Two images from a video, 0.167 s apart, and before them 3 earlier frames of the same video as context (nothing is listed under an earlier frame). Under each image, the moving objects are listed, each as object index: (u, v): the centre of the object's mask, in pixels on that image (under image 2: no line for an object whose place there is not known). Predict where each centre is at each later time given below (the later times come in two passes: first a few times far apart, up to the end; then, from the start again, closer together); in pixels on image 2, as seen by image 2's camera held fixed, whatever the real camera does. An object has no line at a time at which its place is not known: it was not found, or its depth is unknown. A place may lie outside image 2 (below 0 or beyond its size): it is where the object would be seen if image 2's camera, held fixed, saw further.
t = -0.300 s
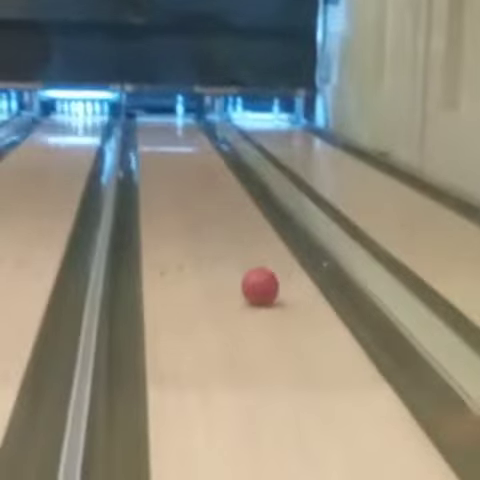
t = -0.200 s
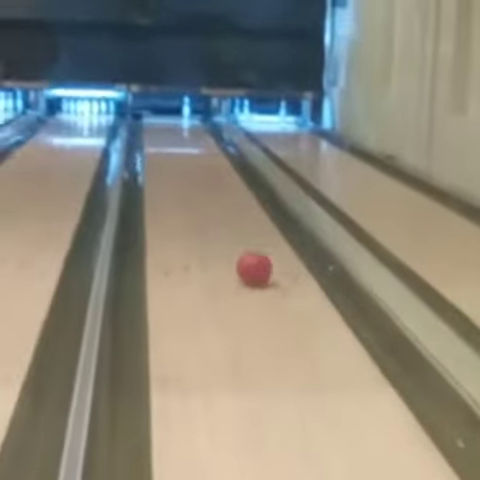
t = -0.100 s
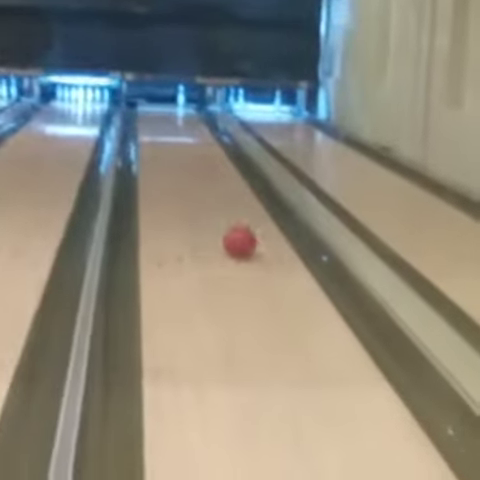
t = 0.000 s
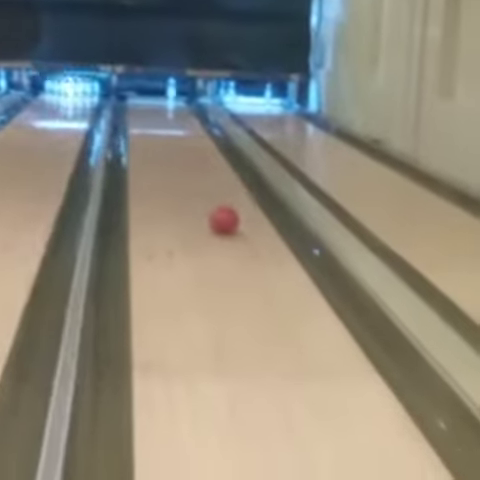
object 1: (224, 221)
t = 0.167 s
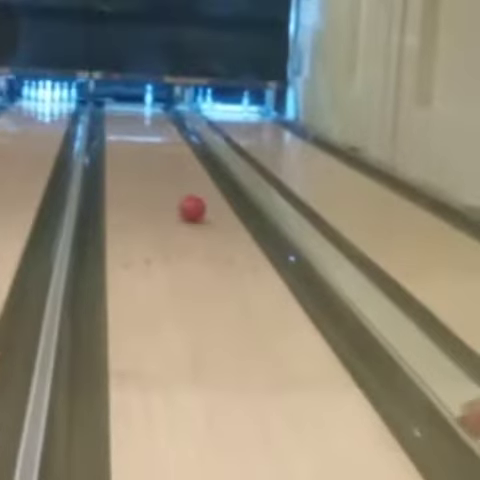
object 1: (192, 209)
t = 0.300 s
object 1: (187, 197)
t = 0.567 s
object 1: (178, 177)
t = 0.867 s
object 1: (172, 161)
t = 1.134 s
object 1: (167, 150)
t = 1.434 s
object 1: (163, 140)
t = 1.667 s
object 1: (160, 132)
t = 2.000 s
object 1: (157, 123)
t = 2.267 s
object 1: (162, 122)
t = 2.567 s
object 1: (152, 114)
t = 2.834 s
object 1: (152, 110)
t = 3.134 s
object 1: (150, 105)
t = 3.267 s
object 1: (148, 103)
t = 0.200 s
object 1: (190, 206)
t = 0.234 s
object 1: (188, 203)
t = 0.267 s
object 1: (187, 199)
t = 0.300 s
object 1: (187, 197)
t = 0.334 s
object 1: (186, 194)
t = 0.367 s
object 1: (185, 191)
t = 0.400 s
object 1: (184, 188)
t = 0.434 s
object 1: (182, 186)
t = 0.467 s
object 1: (182, 183)
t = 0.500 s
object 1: (180, 181)
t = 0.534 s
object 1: (179, 178)
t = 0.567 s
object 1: (178, 177)
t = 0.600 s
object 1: (177, 174)
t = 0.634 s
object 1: (177, 172)
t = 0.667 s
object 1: (176, 170)
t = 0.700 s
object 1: (175, 168)
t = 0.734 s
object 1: (175, 167)
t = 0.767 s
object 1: (174, 166)
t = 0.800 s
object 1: (173, 164)
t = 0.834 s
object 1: (173, 163)
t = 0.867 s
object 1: (172, 161)
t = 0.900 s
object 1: (171, 159)
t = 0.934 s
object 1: (171, 157)
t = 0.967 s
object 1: (170, 156)
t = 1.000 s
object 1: (169, 155)
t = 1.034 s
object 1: (168, 153)
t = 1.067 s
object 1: (167, 152)
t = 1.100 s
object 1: (167, 151)
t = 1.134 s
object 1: (167, 150)
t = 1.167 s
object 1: (166, 148)
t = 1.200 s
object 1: (165, 146)
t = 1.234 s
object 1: (165, 146)
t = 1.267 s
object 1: (165, 145)
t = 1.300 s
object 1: (164, 143)
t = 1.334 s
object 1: (164, 143)
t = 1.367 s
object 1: (164, 142)
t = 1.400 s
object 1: (163, 140)
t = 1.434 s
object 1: (163, 140)
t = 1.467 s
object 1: (162, 137)
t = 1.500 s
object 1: (161, 136)
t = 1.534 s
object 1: (161, 136)
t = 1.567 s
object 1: (161, 135)
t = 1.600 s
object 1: (161, 134)
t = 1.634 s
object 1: (160, 133)
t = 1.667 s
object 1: (160, 132)
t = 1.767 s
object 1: (158, 129)
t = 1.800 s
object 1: (158, 128)
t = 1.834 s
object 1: (158, 128)
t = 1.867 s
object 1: (158, 126)
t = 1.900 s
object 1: (157, 126)
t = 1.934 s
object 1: (158, 125)
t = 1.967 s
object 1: (157, 125)
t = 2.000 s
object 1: (157, 123)
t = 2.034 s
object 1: (157, 124)
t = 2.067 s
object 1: (156, 124)
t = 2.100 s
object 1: (156, 123)
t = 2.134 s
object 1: (156, 122)
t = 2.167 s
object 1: (155, 122)
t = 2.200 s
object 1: (156, 121)
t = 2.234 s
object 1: (157, 121)
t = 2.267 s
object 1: (162, 122)
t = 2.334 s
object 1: (156, 117)
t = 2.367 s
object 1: (155, 117)
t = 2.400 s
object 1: (153, 117)
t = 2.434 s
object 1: (152, 115)
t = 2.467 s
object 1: (152, 116)
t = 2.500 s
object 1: (152, 115)
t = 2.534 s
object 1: (151, 114)
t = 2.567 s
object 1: (152, 114)
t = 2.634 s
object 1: (151, 112)
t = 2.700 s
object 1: (151, 112)
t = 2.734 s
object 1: (151, 111)
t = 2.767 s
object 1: (151, 111)
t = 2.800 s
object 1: (150, 110)
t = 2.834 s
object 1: (152, 110)
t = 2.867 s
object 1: (151, 110)
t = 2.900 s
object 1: (151, 109)
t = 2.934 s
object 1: (151, 110)
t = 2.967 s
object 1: (150, 110)
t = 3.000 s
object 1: (150, 108)
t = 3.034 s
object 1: (150, 103)
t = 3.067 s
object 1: (151, 105)
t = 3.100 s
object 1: (150, 105)
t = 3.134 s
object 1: (150, 105)
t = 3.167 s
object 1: (149, 105)
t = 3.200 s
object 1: (148, 104)
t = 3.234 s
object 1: (148, 104)
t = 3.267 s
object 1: (148, 103)
